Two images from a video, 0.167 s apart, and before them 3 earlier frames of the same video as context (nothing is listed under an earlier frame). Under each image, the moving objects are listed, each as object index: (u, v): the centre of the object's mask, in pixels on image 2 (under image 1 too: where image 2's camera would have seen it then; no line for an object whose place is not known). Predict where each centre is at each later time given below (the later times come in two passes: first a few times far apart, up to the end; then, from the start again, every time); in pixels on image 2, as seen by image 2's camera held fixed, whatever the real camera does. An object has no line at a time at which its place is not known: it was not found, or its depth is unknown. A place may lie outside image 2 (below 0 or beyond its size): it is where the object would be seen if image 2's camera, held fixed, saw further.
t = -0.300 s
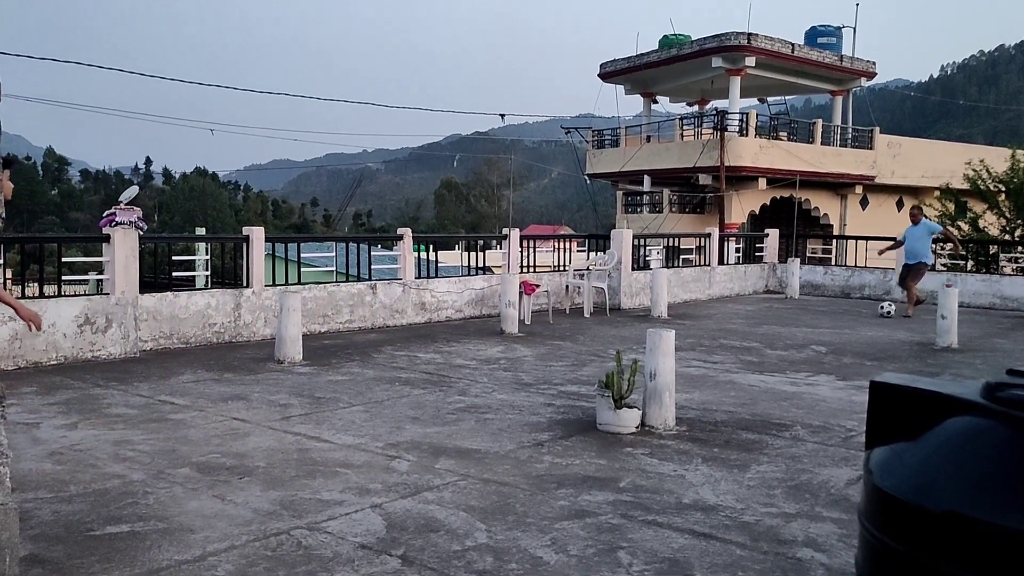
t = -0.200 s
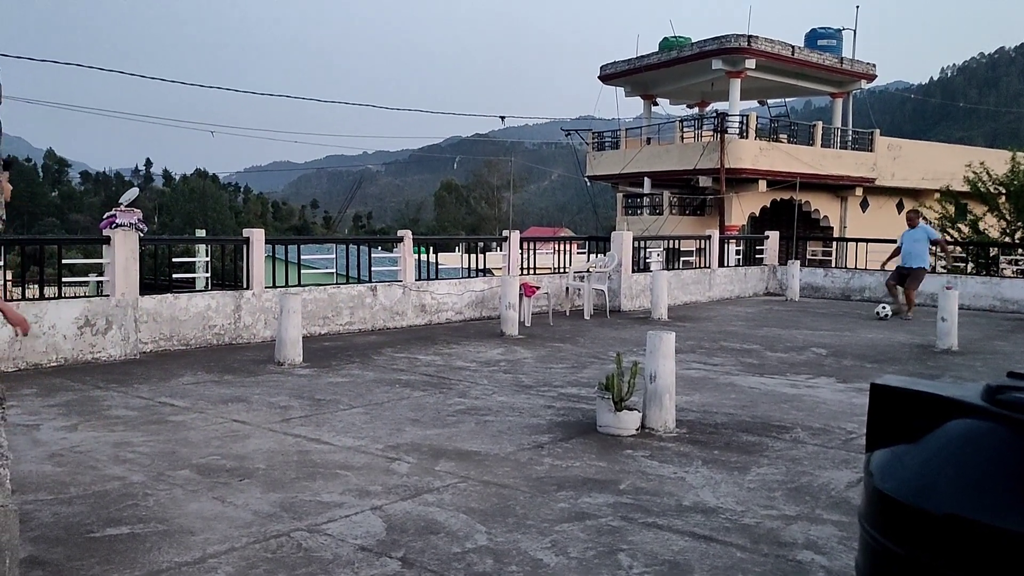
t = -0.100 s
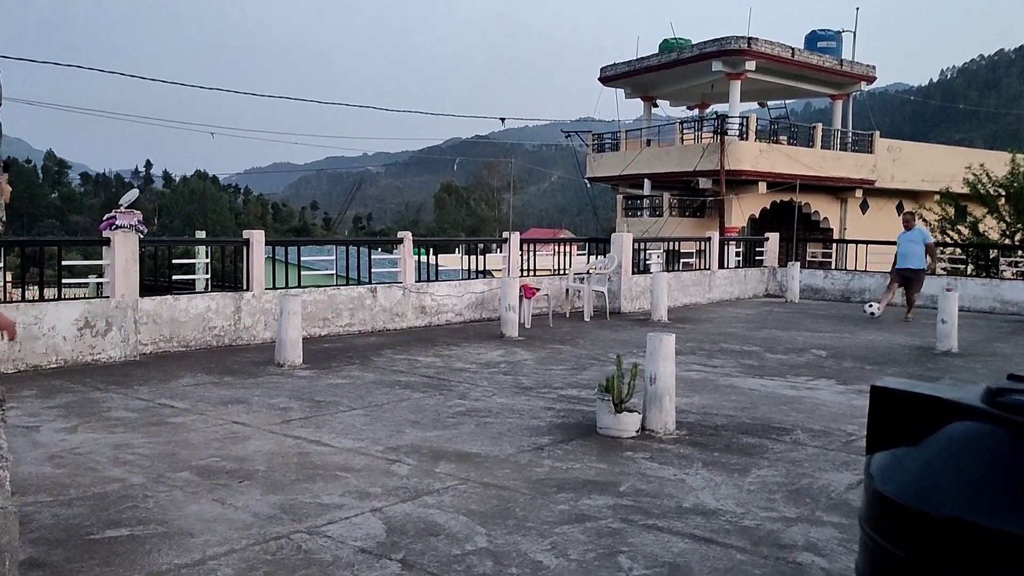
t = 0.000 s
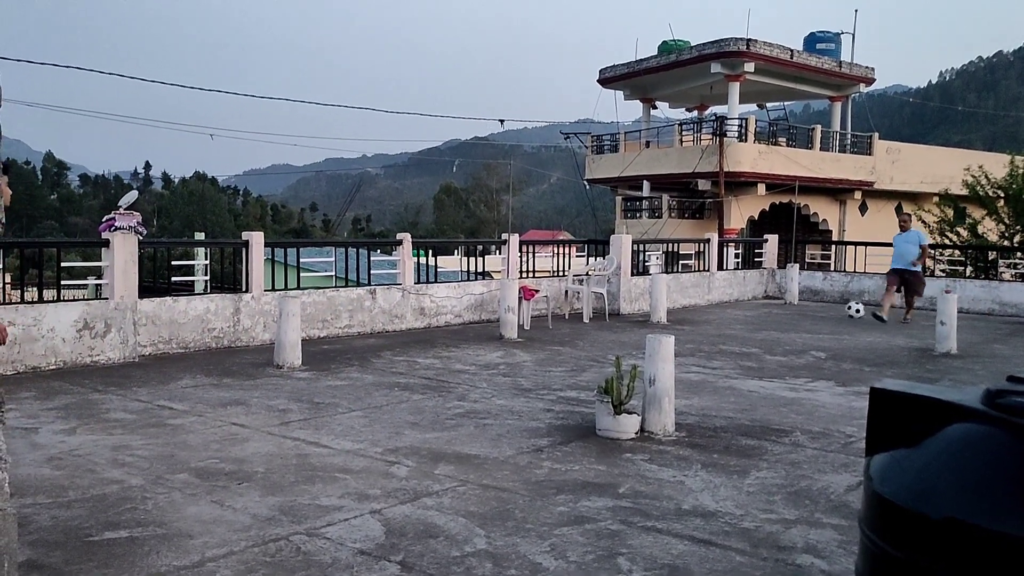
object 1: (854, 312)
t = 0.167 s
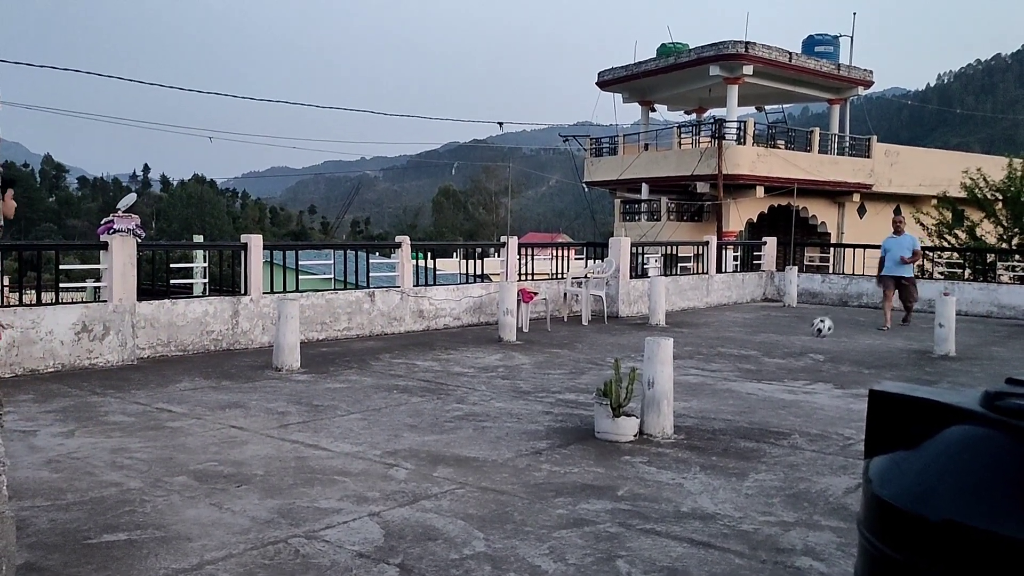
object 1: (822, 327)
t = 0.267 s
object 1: (799, 349)
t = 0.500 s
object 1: (753, 368)
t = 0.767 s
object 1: (698, 402)
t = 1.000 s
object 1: (751, 439)
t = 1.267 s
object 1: (840, 485)
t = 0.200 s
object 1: (814, 333)
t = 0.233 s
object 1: (807, 340)
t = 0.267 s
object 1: (799, 349)
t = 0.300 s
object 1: (791, 356)
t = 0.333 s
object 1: (785, 355)
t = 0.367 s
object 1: (779, 355)
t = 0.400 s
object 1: (774, 356)
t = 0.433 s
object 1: (767, 358)
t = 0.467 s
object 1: (760, 362)
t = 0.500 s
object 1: (753, 368)
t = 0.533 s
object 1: (746, 375)
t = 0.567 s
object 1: (738, 385)
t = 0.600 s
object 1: (731, 390)
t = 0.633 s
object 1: (726, 388)
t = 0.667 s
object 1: (721, 387)
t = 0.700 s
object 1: (710, 391)
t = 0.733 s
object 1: (704, 395)
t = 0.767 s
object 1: (698, 402)
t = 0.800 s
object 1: (691, 410)
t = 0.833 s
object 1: (693, 415)
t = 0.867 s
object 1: (707, 420)
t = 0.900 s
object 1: (719, 427)
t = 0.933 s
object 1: (731, 433)
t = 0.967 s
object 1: (741, 435)
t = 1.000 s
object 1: (751, 439)
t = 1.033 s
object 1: (760, 444)
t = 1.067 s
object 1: (771, 453)
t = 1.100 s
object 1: (782, 458)
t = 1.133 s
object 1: (793, 462)
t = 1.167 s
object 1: (805, 469)
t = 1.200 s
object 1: (815, 477)
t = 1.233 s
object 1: (829, 481)
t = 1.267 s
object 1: (840, 485)
